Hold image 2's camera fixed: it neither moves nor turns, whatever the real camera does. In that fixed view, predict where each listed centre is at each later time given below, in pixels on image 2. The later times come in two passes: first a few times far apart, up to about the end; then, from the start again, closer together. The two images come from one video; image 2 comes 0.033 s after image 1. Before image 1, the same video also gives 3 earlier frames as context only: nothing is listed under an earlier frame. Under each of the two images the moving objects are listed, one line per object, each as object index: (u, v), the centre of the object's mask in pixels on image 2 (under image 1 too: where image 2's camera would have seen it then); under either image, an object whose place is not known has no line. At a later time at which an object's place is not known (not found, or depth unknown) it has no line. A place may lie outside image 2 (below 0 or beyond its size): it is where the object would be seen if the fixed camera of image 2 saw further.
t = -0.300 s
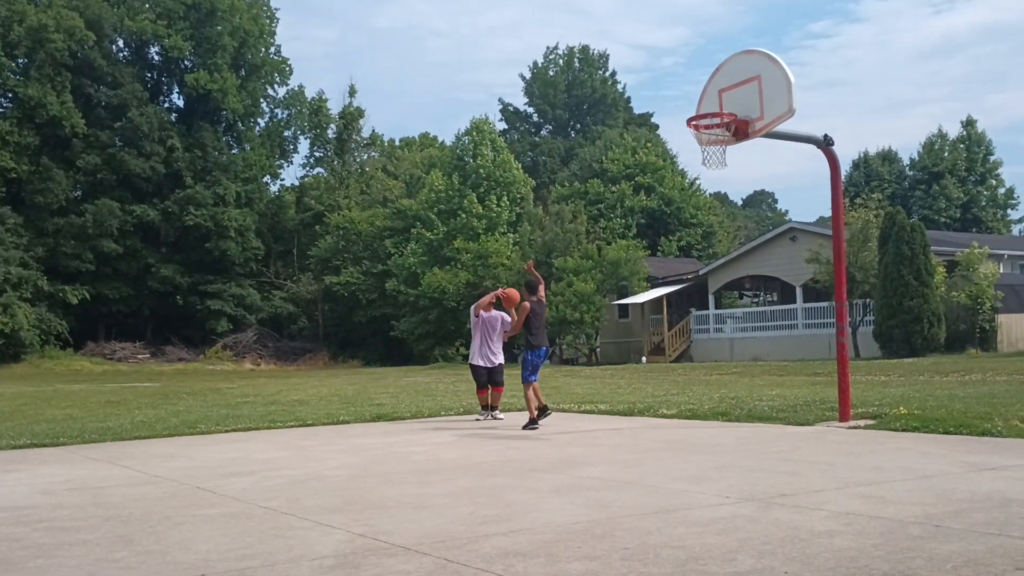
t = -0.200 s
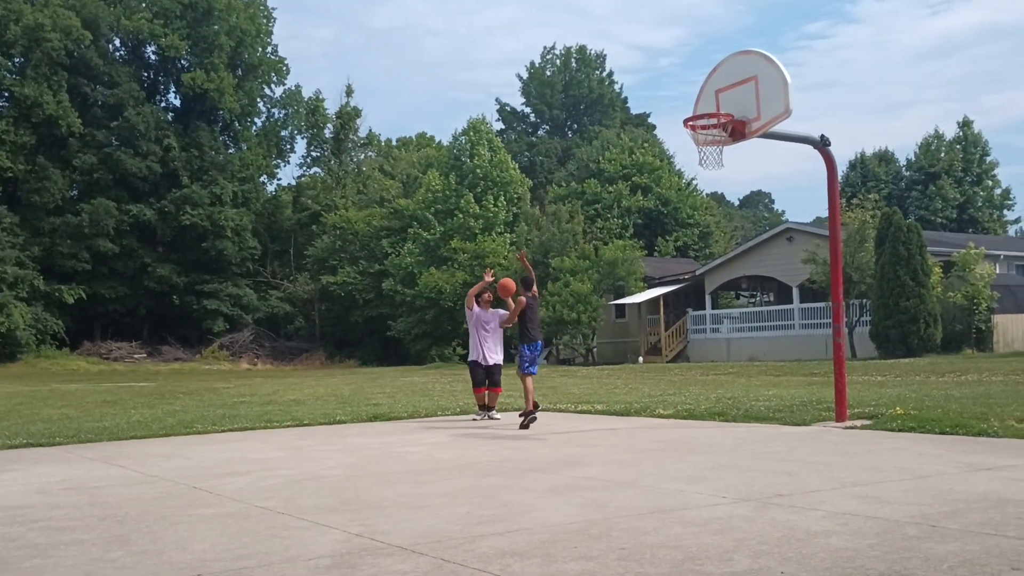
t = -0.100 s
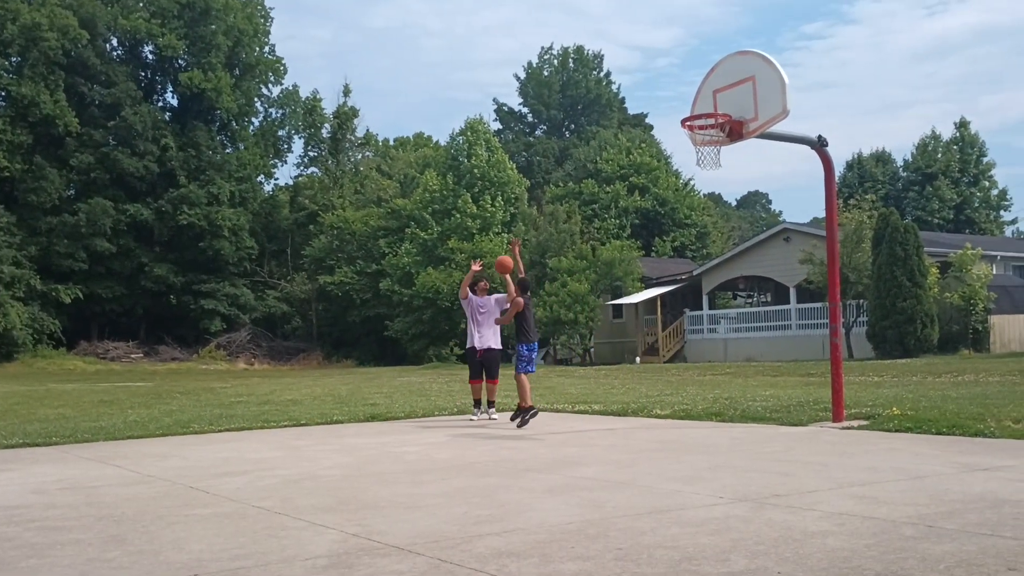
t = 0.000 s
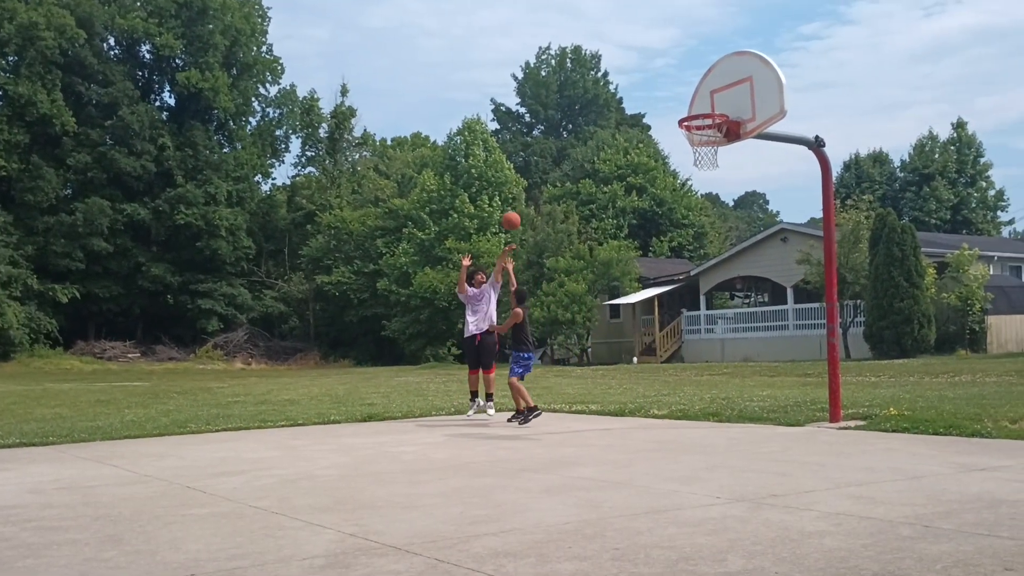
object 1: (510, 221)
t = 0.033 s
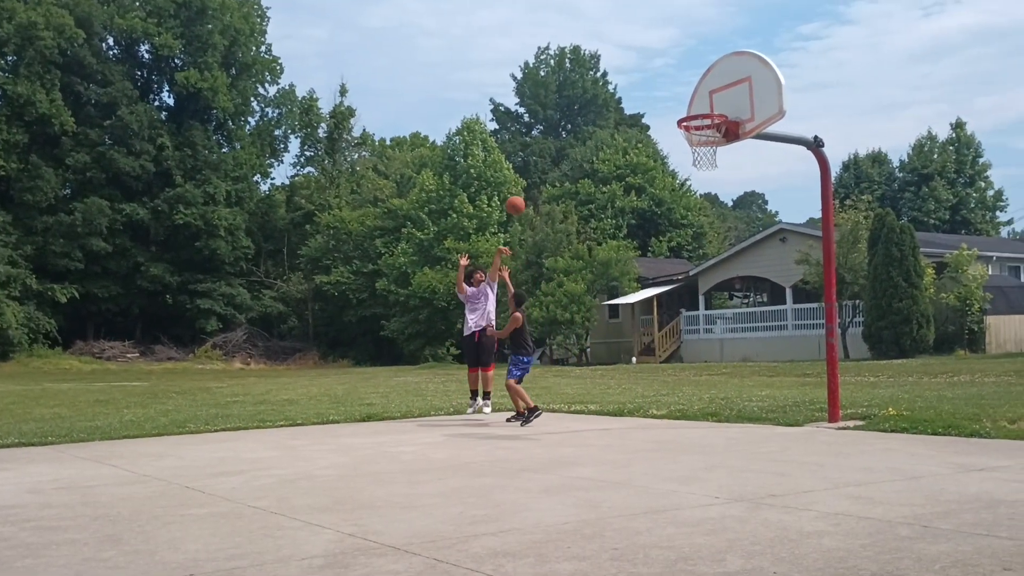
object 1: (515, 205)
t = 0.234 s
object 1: (550, 124)
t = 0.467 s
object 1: (594, 63)
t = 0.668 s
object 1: (638, 43)
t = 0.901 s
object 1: (698, 66)
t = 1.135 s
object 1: (768, 151)
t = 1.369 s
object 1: (855, 317)
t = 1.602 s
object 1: (916, 340)
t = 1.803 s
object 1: (936, 198)
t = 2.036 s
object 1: (967, 86)
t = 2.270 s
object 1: (1004, 41)
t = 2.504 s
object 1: (1047, 69)
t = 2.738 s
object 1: (1096, 182)
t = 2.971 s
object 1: (1160, 399)
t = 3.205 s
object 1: (1215, 291)
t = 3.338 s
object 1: (1250, 194)
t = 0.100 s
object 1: (526, 176)
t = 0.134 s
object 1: (532, 162)
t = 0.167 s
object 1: (538, 149)
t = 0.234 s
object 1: (550, 124)
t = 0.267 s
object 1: (556, 113)
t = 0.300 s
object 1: (562, 103)
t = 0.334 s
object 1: (568, 93)
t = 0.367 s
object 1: (574, 84)
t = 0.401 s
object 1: (581, 76)
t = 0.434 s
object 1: (588, 69)
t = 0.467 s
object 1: (594, 63)
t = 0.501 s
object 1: (601, 57)
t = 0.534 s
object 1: (608, 52)
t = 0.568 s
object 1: (615, 49)
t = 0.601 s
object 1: (623, 46)
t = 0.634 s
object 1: (630, 44)
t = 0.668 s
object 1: (638, 43)
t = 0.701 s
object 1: (646, 43)
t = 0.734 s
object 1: (654, 44)
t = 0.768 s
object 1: (663, 46)
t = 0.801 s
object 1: (671, 49)
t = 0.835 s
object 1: (680, 53)
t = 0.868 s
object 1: (689, 59)
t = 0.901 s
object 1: (698, 66)
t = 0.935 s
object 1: (707, 74)
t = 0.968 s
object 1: (717, 83)
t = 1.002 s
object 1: (727, 94)
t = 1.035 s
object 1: (737, 106)
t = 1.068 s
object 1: (747, 119)
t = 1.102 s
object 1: (758, 134)
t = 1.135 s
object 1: (768, 151)
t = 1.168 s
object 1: (780, 169)
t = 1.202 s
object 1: (792, 189)
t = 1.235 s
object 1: (804, 211)
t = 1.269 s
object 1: (816, 234)
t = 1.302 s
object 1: (829, 260)
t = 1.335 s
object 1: (842, 287)
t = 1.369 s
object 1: (855, 317)
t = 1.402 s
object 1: (869, 349)
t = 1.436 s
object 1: (883, 383)
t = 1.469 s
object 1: (898, 420)
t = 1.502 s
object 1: (907, 427)
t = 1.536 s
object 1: (910, 397)
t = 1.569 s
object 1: (913, 367)
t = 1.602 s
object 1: (916, 340)
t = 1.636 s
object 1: (920, 313)
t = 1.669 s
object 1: (923, 288)
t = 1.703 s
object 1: (926, 264)
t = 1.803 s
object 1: (936, 198)
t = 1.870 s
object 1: (944, 160)
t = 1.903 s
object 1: (949, 142)
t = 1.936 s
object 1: (953, 126)
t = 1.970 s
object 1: (957, 112)
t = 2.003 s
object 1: (962, 98)
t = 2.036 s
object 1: (967, 86)
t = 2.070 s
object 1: (972, 76)
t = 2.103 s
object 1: (977, 67)
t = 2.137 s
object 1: (982, 59)
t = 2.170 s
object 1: (987, 52)
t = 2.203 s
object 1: (992, 47)
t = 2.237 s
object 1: (998, 43)
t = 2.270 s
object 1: (1004, 41)
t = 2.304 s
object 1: (1009, 40)
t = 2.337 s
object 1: (1015, 40)
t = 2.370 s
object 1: (1021, 43)
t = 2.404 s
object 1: (1027, 47)
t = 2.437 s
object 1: (1034, 52)
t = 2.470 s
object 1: (1040, 60)
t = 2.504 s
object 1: (1047, 69)
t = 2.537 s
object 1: (1054, 80)
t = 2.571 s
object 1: (1060, 92)
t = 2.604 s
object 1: (1067, 107)
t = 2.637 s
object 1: (1073, 123)
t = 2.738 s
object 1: (1096, 182)
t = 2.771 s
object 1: (1104, 206)
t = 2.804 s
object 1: (1112, 232)
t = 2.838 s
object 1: (1120, 260)
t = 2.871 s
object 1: (1129, 292)
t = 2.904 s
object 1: (1139, 325)
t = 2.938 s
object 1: (1151, 361)
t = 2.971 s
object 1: (1160, 399)
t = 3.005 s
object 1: (1171, 440)
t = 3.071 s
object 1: (1186, 415)
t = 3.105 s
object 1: (1193, 382)
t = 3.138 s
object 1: (1198, 350)
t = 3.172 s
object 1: (1205, 320)
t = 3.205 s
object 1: (1215, 291)
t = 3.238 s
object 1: (1221, 264)
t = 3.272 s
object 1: (1230, 239)
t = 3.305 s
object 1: (1240, 215)
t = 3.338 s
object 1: (1250, 194)
